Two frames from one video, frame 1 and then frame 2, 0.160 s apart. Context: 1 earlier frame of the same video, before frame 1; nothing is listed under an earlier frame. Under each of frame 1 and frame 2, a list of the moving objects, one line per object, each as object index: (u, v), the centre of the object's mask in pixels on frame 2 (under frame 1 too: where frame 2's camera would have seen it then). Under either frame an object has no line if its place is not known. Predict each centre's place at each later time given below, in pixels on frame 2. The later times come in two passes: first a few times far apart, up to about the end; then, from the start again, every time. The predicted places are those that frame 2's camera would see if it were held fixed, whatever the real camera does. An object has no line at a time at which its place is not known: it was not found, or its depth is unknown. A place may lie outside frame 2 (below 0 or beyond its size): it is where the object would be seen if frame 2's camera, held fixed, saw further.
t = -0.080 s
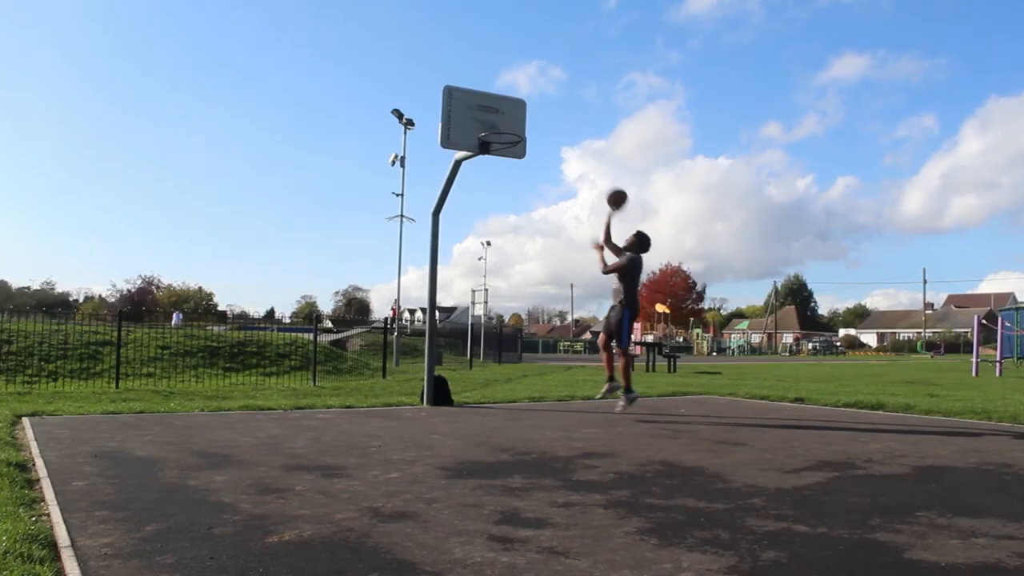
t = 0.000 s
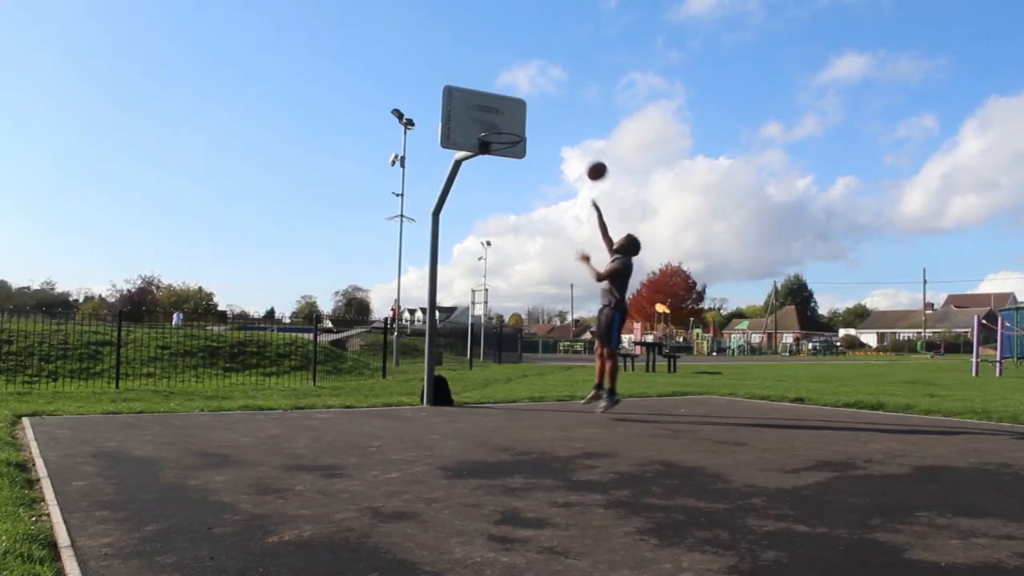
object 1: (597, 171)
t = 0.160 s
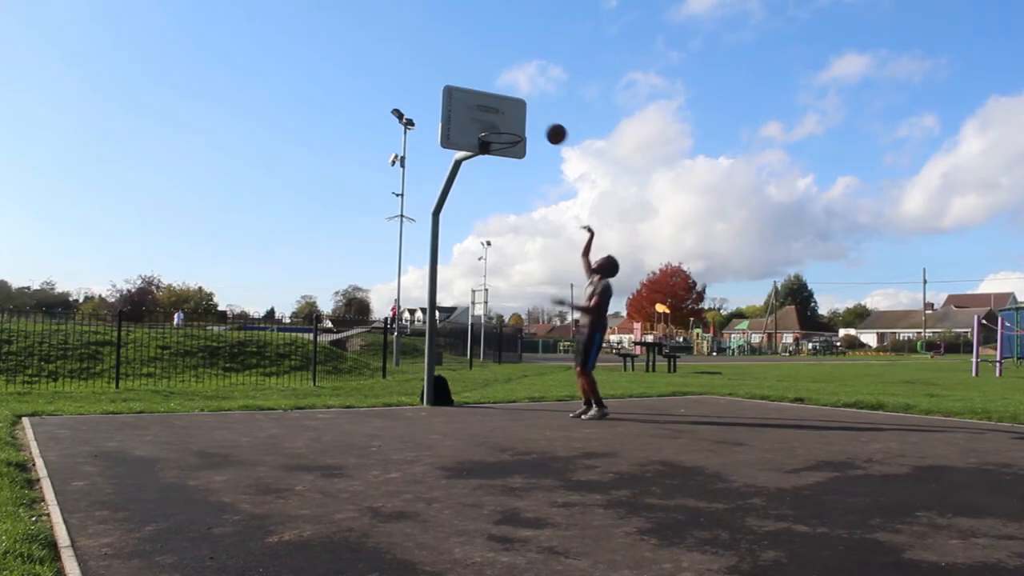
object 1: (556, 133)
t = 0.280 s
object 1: (526, 121)
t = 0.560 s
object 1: (498, 135)
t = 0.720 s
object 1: (491, 174)
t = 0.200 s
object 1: (546, 128)
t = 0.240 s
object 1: (536, 124)
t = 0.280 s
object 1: (526, 121)
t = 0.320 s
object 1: (516, 120)
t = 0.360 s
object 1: (506, 120)
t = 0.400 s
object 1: (502, 121)
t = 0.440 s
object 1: (502, 122)
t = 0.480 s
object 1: (501, 125)
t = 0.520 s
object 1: (499, 129)
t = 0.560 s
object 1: (498, 135)
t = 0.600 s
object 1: (495, 143)
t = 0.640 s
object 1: (493, 151)
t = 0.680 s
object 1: (492, 162)
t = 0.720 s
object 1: (491, 174)
